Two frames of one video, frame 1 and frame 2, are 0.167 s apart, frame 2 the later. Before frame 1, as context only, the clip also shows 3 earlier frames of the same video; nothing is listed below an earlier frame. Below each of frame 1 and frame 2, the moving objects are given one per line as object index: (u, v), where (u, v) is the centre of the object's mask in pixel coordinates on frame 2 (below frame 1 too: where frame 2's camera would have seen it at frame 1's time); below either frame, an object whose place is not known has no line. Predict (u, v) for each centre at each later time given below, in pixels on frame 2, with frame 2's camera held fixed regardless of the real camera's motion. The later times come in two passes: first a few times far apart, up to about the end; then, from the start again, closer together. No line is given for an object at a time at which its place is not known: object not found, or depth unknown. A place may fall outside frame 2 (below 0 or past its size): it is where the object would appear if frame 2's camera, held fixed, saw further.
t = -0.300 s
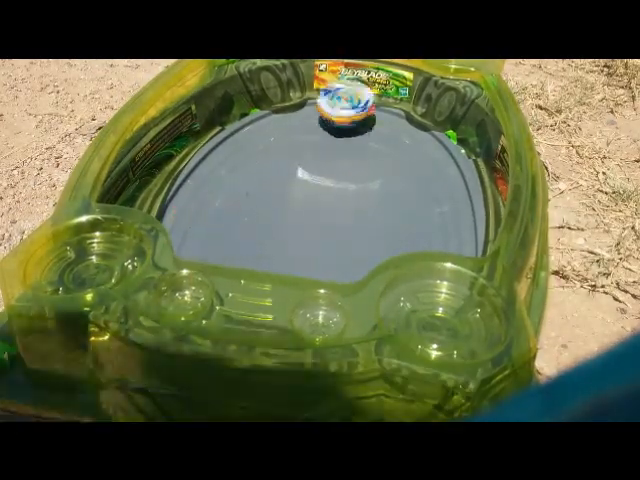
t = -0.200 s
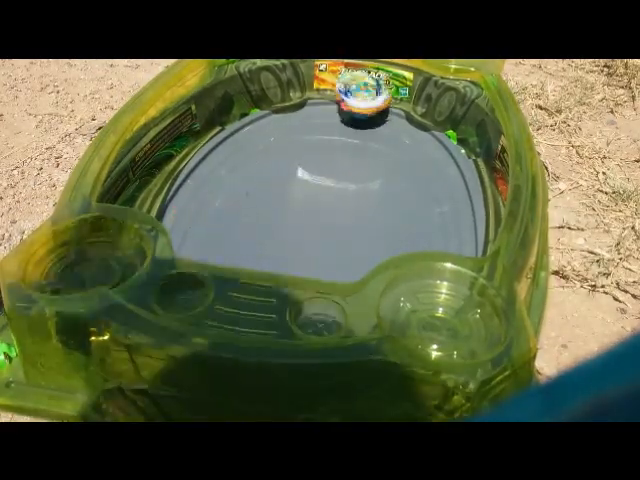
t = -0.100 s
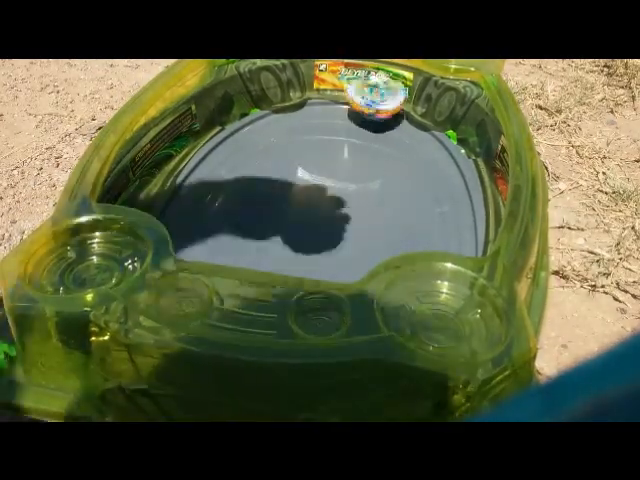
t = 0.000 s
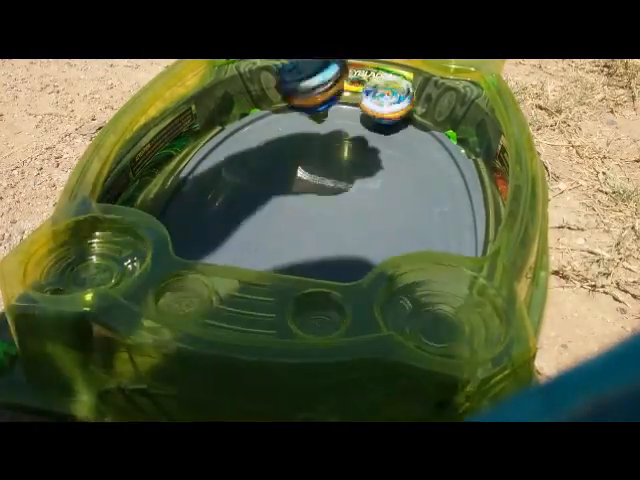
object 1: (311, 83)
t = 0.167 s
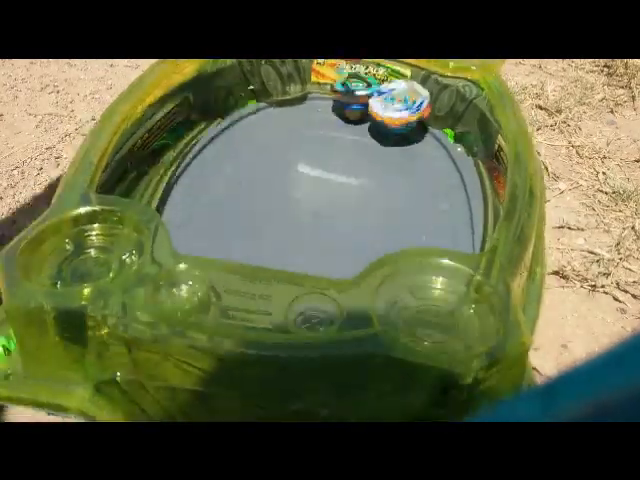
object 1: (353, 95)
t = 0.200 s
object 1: (341, 104)
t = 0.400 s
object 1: (214, 168)
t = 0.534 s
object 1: (173, 229)
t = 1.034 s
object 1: (306, 265)
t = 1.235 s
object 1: (271, 212)
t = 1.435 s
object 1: (224, 197)
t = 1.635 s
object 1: (251, 218)
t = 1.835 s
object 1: (254, 193)
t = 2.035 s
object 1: (292, 179)
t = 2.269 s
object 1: (322, 164)
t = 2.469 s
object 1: (355, 168)
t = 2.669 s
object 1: (364, 184)
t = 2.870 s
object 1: (387, 201)
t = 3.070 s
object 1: (412, 178)
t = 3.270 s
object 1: (368, 178)
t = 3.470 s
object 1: (328, 203)
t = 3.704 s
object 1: (324, 220)
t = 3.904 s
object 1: (330, 195)
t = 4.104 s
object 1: (359, 195)
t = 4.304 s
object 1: (380, 164)
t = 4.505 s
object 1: (385, 174)
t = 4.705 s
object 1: (332, 194)
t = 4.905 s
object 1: (345, 181)
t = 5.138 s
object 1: (332, 171)
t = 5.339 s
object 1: (332, 183)
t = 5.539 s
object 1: (347, 204)
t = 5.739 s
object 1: (373, 200)
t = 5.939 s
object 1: (367, 217)
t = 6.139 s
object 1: (328, 232)
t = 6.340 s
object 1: (323, 222)
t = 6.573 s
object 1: (323, 217)
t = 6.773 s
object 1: (321, 206)
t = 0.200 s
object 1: (341, 104)
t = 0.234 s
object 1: (325, 112)
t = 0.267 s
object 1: (304, 118)
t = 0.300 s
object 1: (284, 134)
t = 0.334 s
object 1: (263, 143)
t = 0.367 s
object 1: (239, 156)
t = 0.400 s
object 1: (214, 168)
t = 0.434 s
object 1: (189, 181)
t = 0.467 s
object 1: (166, 193)
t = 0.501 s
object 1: (165, 208)
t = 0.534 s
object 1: (173, 229)
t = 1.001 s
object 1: (307, 271)
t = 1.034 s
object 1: (306, 265)
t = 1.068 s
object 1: (303, 259)
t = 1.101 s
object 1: (299, 250)
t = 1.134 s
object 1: (295, 241)
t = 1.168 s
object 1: (288, 230)
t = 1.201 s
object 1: (281, 220)
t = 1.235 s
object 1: (271, 212)
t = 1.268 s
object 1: (262, 206)
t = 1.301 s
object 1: (252, 201)
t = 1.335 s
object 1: (242, 197)
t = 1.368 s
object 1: (234, 195)
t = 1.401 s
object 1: (227, 195)
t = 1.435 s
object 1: (224, 197)
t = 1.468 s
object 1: (222, 201)
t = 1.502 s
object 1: (226, 207)
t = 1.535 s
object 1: (230, 213)
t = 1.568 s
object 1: (240, 219)
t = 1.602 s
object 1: (251, 222)
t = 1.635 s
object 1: (251, 218)
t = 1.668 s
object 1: (246, 213)
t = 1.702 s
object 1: (242, 207)
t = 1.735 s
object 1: (241, 200)
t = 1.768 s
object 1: (243, 195)
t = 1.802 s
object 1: (250, 193)
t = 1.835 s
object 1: (254, 193)
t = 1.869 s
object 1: (257, 193)
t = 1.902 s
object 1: (262, 190)
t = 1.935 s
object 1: (266, 188)
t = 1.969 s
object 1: (272, 186)
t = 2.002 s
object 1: (282, 182)
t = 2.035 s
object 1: (292, 179)
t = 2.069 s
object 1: (300, 175)
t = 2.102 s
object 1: (309, 173)
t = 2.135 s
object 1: (314, 173)
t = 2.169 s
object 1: (317, 172)
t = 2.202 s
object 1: (318, 170)
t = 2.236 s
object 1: (319, 166)
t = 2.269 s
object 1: (322, 164)
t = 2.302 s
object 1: (324, 159)
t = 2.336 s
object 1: (331, 156)
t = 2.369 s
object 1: (340, 154)
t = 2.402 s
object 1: (348, 157)
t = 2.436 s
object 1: (354, 163)
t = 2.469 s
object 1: (355, 168)
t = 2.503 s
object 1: (354, 173)
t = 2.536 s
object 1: (351, 175)
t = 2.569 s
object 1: (350, 179)
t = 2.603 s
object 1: (351, 180)
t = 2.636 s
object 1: (356, 182)
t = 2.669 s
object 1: (364, 184)
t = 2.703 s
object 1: (372, 185)
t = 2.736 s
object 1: (380, 187)
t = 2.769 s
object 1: (386, 189)
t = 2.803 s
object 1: (390, 192)
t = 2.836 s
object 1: (391, 196)
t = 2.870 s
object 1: (387, 201)
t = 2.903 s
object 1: (380, 203)
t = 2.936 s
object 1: (373, 203)
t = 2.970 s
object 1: (381, 197)
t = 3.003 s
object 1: (392, 188)
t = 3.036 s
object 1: (403, 182)
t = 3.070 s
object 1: (412, 178)
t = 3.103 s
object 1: (417, 177)
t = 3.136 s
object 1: (416, 177)
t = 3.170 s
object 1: (409, 178)
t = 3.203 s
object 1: (396, 179)
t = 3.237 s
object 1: (382, 179)
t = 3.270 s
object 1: (368, 178)
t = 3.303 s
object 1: (357, 177)
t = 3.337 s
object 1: (350, 178)
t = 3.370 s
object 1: (343, 182)
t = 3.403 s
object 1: (339, 187)
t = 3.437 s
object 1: (335, 194)
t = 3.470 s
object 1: (328, 203)
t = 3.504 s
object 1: (323, 214)
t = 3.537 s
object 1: (322, 223)
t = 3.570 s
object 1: (325, 227)
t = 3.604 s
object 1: (326, 226)
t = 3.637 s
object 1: (324, 224)
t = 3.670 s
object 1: (325, 225)
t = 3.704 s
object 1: (324, 220)
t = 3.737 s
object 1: (323, 215)
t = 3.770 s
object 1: (322, 209)
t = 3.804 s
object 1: (322, 205)
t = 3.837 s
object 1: (323, 200)
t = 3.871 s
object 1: (326, 198)
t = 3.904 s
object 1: (330, 195)
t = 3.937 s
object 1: (333, 196)
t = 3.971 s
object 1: (337, 196)
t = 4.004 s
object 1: (342, 196)
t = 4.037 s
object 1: (346, 199)
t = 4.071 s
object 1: (353, 198)
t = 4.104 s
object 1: (359, 195)
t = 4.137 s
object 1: (362, 193)
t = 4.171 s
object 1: (366, 186)
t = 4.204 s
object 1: (368, 180)
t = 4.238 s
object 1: (369, 175)
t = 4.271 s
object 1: (375, 168)
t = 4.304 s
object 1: (380, 164)
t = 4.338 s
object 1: (384, 160)
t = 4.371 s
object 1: (391, 159)
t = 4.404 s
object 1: (395, 161)
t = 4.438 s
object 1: (396, 164)
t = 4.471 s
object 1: (394, 171)
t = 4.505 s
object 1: (385, 174)
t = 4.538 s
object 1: (374, 182)
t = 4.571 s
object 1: (362, 182)
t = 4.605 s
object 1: (349, 187)
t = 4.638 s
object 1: (342, 186)
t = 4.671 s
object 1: (335, 192)
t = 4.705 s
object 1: (332, 194)
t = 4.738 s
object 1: (331, 198)
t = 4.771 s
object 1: (330, 200)
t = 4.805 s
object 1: (335, 202)
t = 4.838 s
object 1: (338, 193)
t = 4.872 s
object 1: (343, 189)
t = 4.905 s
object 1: (345, 181)
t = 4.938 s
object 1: (346, 182)
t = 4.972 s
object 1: (346, 177)
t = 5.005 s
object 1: (344, 177)
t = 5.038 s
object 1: (339, 174)
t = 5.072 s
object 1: (338, 174)
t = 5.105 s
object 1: (333, 175)
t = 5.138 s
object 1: (332, 171)
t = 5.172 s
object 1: (329, 174)
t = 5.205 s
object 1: (330, 173)
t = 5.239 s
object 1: (328, 173)
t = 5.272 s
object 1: (329, 177)
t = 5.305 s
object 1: (331, 178)
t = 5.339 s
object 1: (332, 183)
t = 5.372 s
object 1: (335, 187)
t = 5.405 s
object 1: (335, 185)
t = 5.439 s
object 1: (339, 195)
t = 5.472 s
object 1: (343, 197)
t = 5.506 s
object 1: (343, 197)
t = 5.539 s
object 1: (347, 204)
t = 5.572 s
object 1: (351, 205)
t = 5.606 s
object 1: (356, 202)
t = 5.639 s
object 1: (361, 204)
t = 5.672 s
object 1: (363, 200)
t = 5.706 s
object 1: (368, 198)
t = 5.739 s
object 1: (373, 200)
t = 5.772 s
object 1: (374, 203)
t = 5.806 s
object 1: (373, 204)
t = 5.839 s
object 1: (373, 206)
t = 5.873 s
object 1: (370, 212)
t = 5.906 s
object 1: (368, 213)
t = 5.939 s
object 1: (367, 217)
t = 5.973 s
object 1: (362, 221)
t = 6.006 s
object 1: (357, 225)
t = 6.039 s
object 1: (348, 225)
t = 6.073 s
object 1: (343, 229)
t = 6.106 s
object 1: (335, 231)
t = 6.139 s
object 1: (328, 232)
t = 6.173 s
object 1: (326, 234)
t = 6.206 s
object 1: (322, 232)
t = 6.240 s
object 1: (324, 228)
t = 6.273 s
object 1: (326, 224)
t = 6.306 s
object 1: (325, 222)
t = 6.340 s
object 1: (323, 222)
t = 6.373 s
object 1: (322, 223)
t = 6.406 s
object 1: (322, 223)
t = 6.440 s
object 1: (323, 222)
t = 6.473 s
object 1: (323, 222)
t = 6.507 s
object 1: (323, 221)
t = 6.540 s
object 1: (324, 218)
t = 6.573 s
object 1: (323, 217)
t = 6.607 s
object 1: (323, 215)
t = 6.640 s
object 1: (323, 212)
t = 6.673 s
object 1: (321, 210)
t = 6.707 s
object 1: (322, 207)
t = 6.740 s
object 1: (324, 206)
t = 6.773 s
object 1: (321, 206)
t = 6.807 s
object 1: (319, 208)
